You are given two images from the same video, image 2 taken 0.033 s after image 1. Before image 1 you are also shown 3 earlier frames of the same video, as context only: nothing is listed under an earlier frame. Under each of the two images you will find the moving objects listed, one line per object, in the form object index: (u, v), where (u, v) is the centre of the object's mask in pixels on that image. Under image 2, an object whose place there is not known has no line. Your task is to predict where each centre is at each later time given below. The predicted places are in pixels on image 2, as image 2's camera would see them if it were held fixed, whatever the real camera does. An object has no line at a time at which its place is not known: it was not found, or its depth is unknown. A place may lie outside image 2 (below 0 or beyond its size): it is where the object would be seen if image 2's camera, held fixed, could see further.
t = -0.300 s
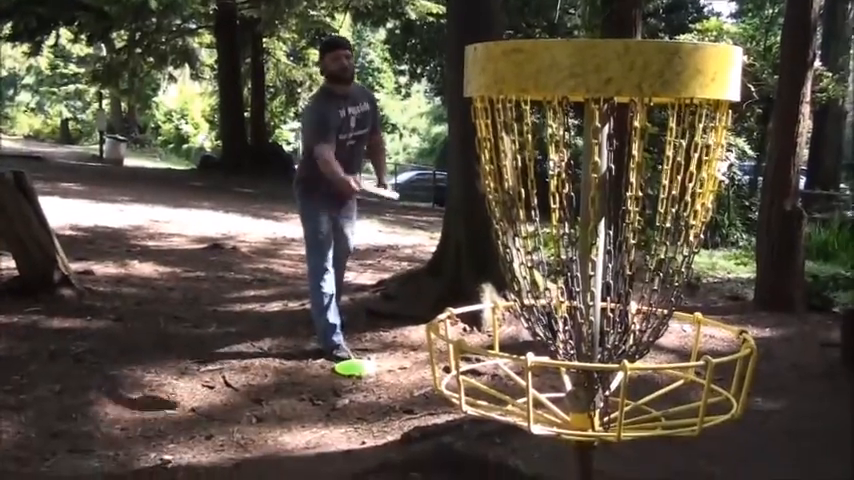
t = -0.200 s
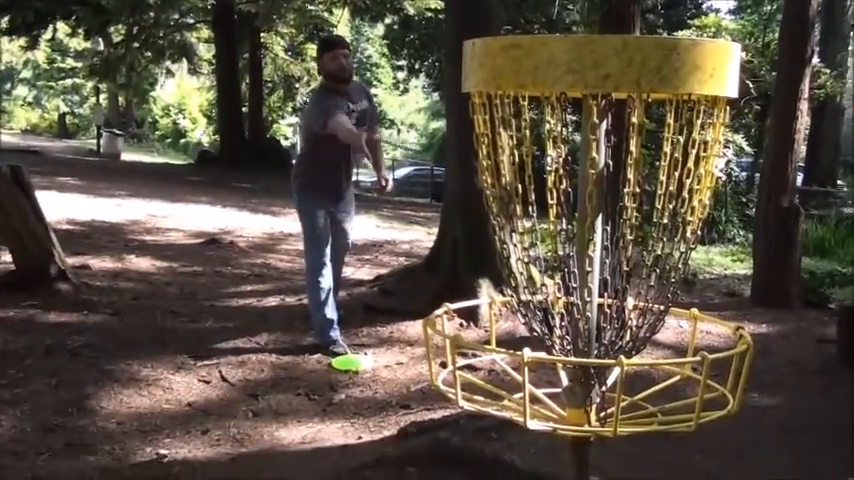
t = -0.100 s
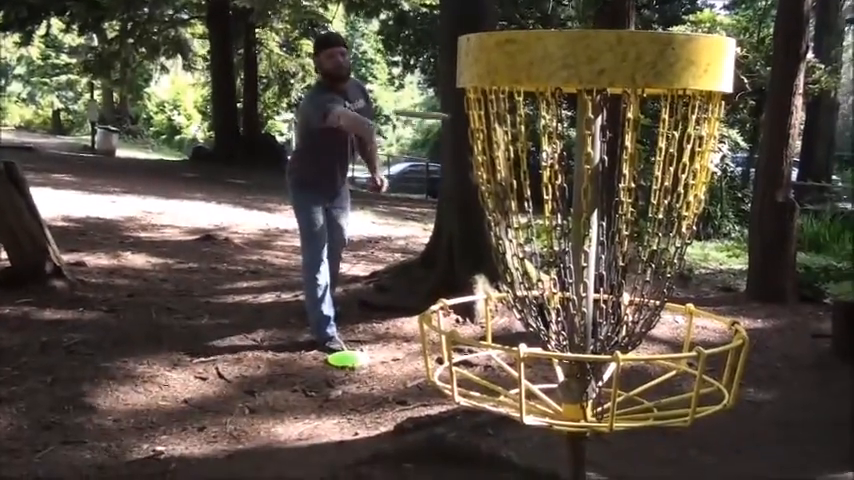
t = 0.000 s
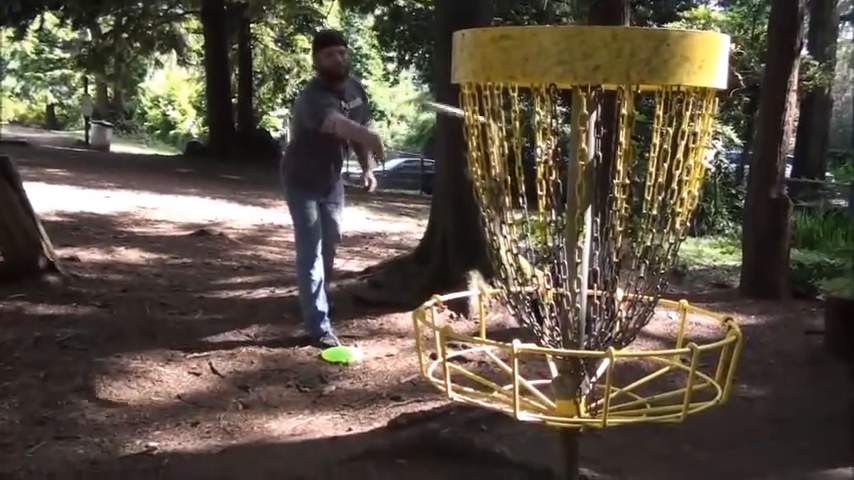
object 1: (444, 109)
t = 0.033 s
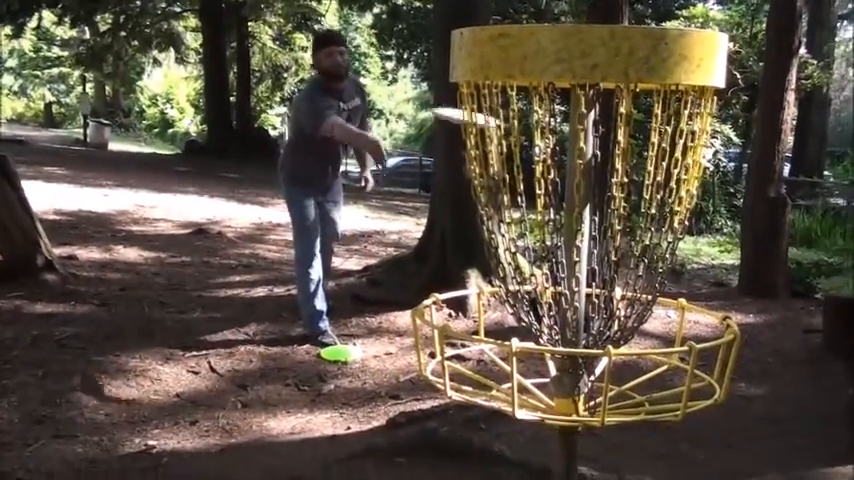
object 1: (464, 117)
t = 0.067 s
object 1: (488, 132)
